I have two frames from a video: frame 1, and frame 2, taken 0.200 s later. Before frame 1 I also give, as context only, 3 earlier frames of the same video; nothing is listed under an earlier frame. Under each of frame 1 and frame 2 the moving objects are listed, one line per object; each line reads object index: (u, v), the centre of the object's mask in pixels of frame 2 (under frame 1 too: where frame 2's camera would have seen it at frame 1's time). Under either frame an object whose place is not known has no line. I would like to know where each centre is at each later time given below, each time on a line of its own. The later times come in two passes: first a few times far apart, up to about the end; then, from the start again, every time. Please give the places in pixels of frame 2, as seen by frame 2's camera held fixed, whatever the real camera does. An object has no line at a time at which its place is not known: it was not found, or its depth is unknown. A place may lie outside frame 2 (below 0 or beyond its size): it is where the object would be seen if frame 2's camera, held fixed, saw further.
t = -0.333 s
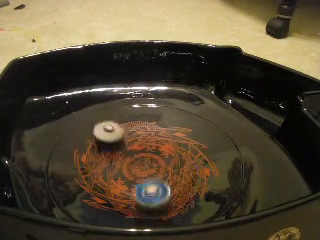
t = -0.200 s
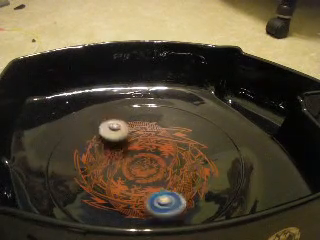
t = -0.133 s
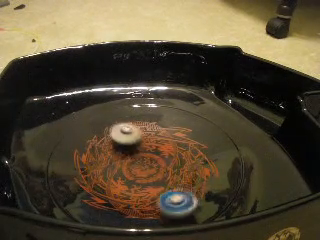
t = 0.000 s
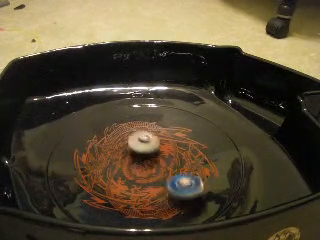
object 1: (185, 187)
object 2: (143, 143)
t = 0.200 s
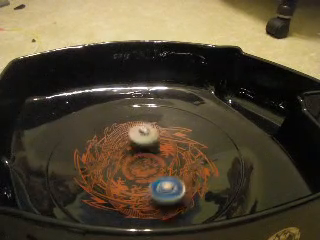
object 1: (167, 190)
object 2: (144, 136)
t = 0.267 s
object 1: (163, 195)
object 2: (140, 126)
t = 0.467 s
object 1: (145, 186)
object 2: (149, 131)
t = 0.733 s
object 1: (101, 185)
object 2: (168, 146)
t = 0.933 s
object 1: (118, 179)
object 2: (167, 148)
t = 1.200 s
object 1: (96, 145)
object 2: (162, 151)
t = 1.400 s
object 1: (92, 156)
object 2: (160, 152)
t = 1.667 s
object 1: (112, 141)
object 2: (174, 157)
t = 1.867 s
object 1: (83, 137)
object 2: (211, 166)
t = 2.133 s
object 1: (115, 160)
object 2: (168, 185)
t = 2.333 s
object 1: (152, 146)
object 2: (154, 179)
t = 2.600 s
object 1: (168, 122)
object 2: (144, 184)
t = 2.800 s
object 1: (137, 129)
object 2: (136, 186)
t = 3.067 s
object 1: (154, 156)
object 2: (119, 185)
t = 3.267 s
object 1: (177, 179)
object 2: (106, 175)
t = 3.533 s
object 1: (198, 164)
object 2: (101, 162)
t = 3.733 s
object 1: (169, 159)
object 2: (104, 150)
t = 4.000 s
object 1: (123, 173)
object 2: (129, 139)
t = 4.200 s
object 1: (103, 186)
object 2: (145, 138)
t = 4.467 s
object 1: (142, 183)
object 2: (158, 139)
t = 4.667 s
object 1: (129, 161)
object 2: (170, 141)
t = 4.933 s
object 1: (112, 136)
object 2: (179, 149)
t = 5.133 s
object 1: (92, 148)
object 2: (182, 153)
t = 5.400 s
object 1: (127, 153)
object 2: (181, 157)
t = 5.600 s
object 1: (142, 139)
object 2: (189, 161)
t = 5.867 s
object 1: (116, 130)
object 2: (184, 182)
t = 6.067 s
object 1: (111, 148)
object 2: (158, 184)
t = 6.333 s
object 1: (126, 128)
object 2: (164, 201)
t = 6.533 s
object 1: (104, 111)
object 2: (172, 215)
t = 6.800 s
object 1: (95, 138)
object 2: (139, 196)
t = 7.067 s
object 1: (121, 143)
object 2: (152, 187)
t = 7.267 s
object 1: (146, 139)
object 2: (167, 182)
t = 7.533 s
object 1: (166, 131)
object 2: (181, 169)
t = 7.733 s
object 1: (157, 136)
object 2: (188, 162)
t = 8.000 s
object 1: (160, 138)
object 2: (190, 173)
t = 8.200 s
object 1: (145, 133)
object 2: (172, 179)
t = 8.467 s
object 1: (117, 140)
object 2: (154, 174)
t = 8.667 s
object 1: (109, 148)
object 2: (142, 167)
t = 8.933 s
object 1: (75, 146)
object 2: (180, 174)
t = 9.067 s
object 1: (72, 156)
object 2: (189, 178)
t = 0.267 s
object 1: (163, 195)
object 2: (140, 126)
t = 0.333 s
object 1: (162, 193)
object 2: (140, 124)
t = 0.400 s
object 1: (157, 189)
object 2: (143, 126)
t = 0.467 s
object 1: (145, 186)
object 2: (149, 131)
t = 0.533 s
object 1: (129, 185)
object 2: (156, 135)
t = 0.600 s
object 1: (113, 183)
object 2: (162, 139)
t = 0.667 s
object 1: (102, 182)
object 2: (166, 143)
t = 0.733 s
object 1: (101, 185)
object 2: (168, 146)
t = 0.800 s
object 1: (107, 187)
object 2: (168, 147)
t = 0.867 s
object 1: (116, 185)
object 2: (168, 147)
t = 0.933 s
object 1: (118, 179)
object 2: (167, 148)
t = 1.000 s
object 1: (113, 170)
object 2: (166, 149)
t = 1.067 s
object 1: (107, 161)
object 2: (164, 150)
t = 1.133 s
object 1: (102, 151)
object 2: (163, 150)
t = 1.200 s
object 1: (96, 145)
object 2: (162, 151)
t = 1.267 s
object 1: (91, 144)
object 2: (161, 152)
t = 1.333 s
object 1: (88, 149)
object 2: (161, 152)
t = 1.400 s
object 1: (92, 156)
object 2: (160, 152)
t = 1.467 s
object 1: (102, 160)
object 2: (159, 153)
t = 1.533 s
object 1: (111, 157)
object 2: (158, 153)
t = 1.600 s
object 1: (120, 151)
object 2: (157, 154)
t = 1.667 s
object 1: (112, 141)
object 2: (174, 157)
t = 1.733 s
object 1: (99, 132)
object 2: (196, 160)
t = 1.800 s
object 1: (91, 132)
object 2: (209, 162)
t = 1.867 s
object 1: (83, 137)
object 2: (211, 166)
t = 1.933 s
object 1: (82, 145)
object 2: (205, 172)
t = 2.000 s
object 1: (89, 156)
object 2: (194, 178)
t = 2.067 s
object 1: (102, 162)
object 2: (180, 183)
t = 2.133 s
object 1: (115, 160)
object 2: (168, 185)
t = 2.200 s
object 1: (128, 157)
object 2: (161, 182)
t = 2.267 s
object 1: (141, 153)
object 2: (156, 179)
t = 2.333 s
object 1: (152, 146)
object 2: (154, 179)
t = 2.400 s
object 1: (163, 141)
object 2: (151, 180)
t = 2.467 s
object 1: (173, 135)
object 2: (148, 182)
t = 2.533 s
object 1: (174, 127)
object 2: (146, 183)
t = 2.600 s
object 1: (168, 122)
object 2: (144, 184)
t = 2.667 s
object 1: (158, 119)
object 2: (142, 184)
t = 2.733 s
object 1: (146, 122)
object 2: (139, 185)
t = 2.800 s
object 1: (137, 129)
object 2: (136, 186)
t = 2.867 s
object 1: (135, 137)
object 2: (133, 187)
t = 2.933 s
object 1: (140, 143)
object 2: (130, 188)
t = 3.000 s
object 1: (147, 149)
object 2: (125, 187)
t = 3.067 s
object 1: (154, 156)
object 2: (119, 185)
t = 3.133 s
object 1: (162, 164)
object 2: (114, 183)
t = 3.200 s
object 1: (169, 171)
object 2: (109, 178)
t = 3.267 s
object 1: (177, 179)
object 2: (106, 175)
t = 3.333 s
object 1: (185, 183)
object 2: (104, 171)
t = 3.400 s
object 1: (194, 179)
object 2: (103, 168)
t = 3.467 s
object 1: (199, 172)
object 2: (102, 165)
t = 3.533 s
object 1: (198, 164)
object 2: (101, 162)
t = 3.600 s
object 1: (191, 157)
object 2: (101, 158)
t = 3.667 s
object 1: (179, 157)
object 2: (102, 155)
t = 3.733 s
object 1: (169, 159)
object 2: (104, 150)
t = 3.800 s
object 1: (158, 162)
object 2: (108, 146)
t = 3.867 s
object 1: (147, 166)
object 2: (114, 142)
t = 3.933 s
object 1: (135, 169)
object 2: (121, 140)
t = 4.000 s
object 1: (123, 173)
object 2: (129, 139)
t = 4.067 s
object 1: (111, 177)
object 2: (135, 139)
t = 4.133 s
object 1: (102, 181)
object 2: (141, 138)
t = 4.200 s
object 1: (103, 186)
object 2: (145, 138)
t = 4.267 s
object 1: (111, 192)
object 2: (148, 138)
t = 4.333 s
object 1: (126, 195)
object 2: (151, 139)
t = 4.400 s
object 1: (138, 191)
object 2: (155, 139)
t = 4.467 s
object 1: (142, 183)
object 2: (158, 139)
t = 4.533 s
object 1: (138, 175)
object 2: (162, 139)
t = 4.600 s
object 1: (133, 168)
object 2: (166, 142)
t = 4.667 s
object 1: (129, 161)
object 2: (170, 141)
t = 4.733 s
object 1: (125, 154)
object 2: (173, 143)
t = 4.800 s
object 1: (121, 147)
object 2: (176, 145)
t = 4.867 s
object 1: (117, 140)
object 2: (178, 147)
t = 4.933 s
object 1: (112, 136)
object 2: (179, 149)
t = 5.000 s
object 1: (103, 136)
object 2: (180, 151)
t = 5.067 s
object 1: (95, 141)
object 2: (182, 152)
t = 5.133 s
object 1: (92, 148)
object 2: (182, 153)
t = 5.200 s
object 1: (97, 156)
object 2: (183, 154)
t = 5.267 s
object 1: (106, 158)
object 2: (183, 156)
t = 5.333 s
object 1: (116, 156)
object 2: (182, 157)
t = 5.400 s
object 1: (127, 153)
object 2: (181, 157)
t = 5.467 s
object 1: (137, 150)
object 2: (179, 157)
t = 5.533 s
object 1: (145, 146)
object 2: (178, 159)
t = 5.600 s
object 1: (142, 139)
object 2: (189, 161)
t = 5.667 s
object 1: (141, 133)
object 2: (196, 167)
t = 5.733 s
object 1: (135, 129)
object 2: (196, 173)
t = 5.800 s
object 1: (126, 128)
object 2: (191, 177)
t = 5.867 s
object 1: (116, 130)
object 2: (184, 182)
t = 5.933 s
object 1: (109, 136)
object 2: (176, 186)
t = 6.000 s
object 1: (107, 144)
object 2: (166, 186)
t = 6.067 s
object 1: (111, 148)
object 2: (158, 184)
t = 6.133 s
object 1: (119, 150)
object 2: (154, 181)
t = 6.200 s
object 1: (128, 151)
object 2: (149, 179)
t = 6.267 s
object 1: (132, 147)
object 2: (150, 181)
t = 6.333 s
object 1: (126, 128)
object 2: (164, 201)
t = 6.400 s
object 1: (120, 115)
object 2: (174, 211)
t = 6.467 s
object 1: (113, 112)
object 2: (176, 214)
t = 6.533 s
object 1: (104, 111)
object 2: (172, 215)
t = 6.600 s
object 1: (97, 113)
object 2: (165, 214)
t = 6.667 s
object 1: (93, 120)
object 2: (157, 211)
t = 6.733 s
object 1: (93, 129)
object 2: (148, 205)
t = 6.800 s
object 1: (95, 138)
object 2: (139, 196)
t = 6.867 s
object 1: (101, 147)
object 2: (134, 186)
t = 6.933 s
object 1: (111, 152)
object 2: (133, 177)
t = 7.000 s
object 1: (117, 148)
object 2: (142, 181)
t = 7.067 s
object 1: (121, 143)
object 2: (152, 187)
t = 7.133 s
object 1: (128, 141)
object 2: (159, 189)
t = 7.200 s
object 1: (137, 140)
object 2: (164, 186)
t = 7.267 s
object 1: (146, 139)
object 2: (167, 182)
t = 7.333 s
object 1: (155, 138)
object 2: (171, 179)
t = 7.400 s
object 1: (163, 136)
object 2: (174, 175)
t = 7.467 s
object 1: (168, 133)
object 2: (178, 172)
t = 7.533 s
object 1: (166, 131)
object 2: (181, 169)
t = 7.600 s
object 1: (162, 130)
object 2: (184, 166)
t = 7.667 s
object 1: (157, 133)
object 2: (186, 164)
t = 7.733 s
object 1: (157, 136)
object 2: (188, 162)
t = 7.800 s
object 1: (160, 139)
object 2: (189, 162)
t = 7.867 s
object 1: (164, 143)
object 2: (189, 163)
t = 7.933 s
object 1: (163, 141)
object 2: (191, 167)
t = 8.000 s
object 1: (160, 138)
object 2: (190, 173)
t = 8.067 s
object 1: (157, 136)
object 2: (185, 177)
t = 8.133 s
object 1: (152, 134)
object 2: (179, 179)
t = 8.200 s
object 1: (145, 133)
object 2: (172, 179)
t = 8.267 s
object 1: (137, 133)
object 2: (167, 178)
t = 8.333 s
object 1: (129, 134)
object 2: (162, 176)
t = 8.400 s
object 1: (123, 136)
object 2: (159, 175)
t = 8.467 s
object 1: (117, 140)
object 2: (154, 174)
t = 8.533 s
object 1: (113, 143)
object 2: (150, 171)
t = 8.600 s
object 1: (110, 146)
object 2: (146, 168)
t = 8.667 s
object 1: (109, 148)
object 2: (142, 167)
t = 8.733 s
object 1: (106, 150)
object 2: (139, 164)
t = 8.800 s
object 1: (89, 143)
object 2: (157, 168)
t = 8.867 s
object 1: (80, 143)
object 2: (172, 172)
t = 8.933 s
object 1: (75, 146)
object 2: (180, 174)
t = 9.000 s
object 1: (71, 150)
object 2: (187, 175)
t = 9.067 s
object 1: (72, 156)
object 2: (189, 178)
